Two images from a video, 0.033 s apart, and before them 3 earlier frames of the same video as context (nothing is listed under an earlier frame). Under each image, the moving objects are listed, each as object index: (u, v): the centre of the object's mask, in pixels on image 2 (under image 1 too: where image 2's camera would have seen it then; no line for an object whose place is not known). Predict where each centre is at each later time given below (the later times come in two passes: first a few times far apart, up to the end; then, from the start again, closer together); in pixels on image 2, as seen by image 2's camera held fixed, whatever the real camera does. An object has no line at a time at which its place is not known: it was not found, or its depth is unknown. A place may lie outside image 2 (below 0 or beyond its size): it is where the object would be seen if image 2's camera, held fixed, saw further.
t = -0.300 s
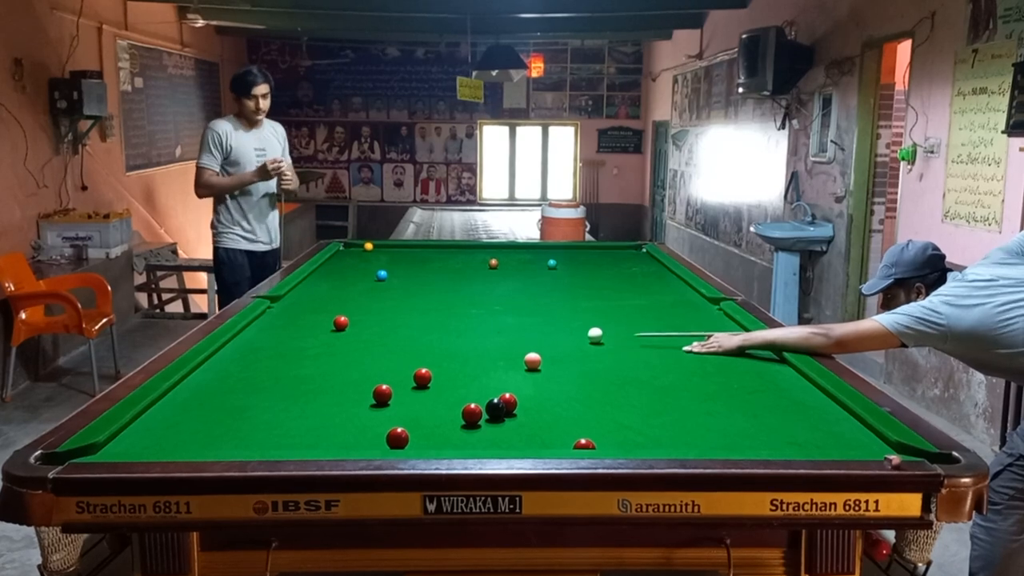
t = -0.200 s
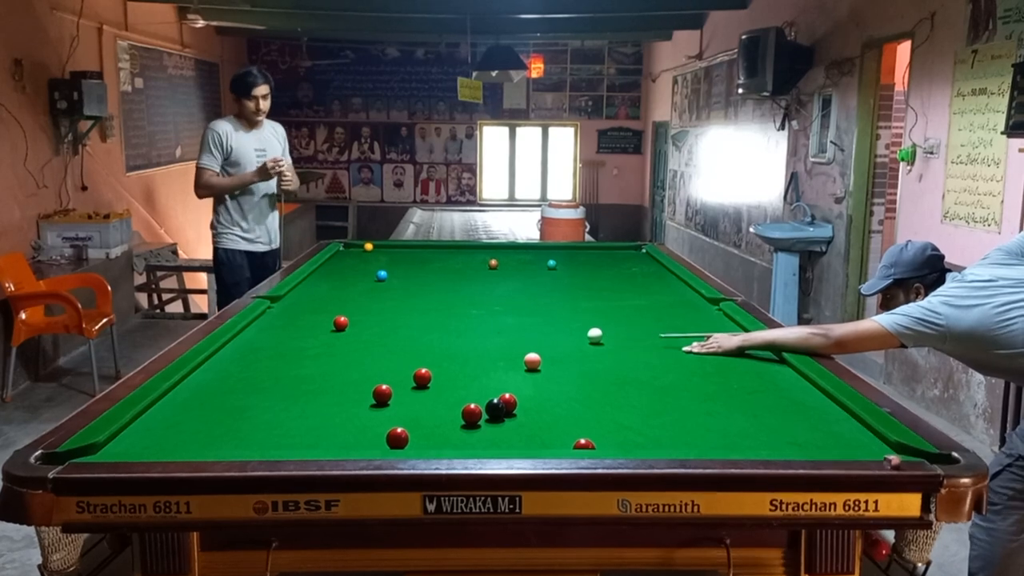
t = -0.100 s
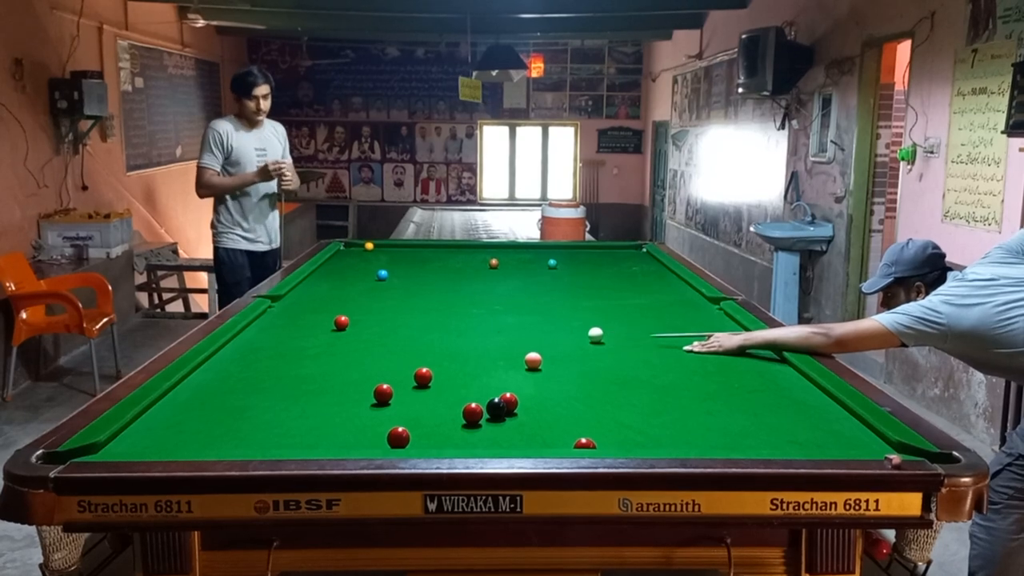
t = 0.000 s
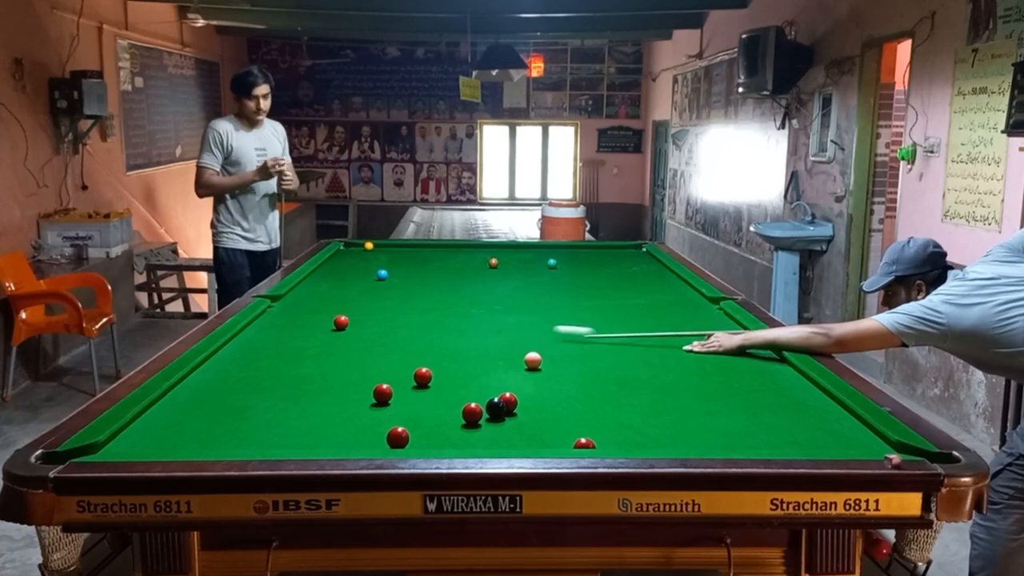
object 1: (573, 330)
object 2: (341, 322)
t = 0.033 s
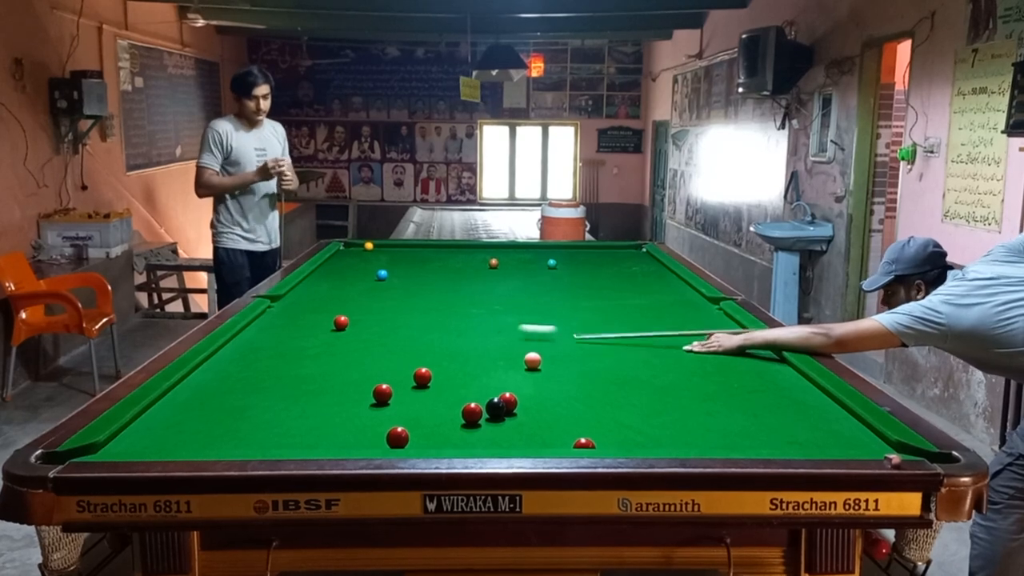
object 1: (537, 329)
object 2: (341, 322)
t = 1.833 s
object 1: (221, 359)
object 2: (683, 309)
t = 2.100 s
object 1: (229, 362)
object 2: (657, 320)
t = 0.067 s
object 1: (503, 327)
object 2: (341, 322)
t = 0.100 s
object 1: (469, 326)
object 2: (341, 322)
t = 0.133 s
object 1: (437, 324)
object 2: (340, 322)
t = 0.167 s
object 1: (406, 323)
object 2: (340, 322)
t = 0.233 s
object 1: (354, 322)
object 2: (335, 321)
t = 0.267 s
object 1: (351, 323)
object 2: (315, 319)
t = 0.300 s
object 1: (348, 325)
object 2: (294, 317)
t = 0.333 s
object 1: (345, 326)
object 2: (274, 315)
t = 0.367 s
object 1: (341, 327)
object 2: (270, 314)
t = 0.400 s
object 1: (338, 328)
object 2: (284, 314)
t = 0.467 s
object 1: (331, 329)
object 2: (314, 313)
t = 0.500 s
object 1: (328, 330)
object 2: (328, 312)
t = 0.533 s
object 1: (324, 331)
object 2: (342, 312)
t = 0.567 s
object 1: (321, 332)
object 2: (356, 311)
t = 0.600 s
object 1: (317, 333)
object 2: (370, 311)
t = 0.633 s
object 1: (314, 333)
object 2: (383, 310)
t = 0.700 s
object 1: (307, 335)
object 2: (410, 309)
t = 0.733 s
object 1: (304, 336)
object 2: (423, 309)
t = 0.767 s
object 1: (300, 336)
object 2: (435, 308)
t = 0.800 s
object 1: (297, 337)
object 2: (448, 308)
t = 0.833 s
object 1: (294, 338)
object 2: (461, 307)
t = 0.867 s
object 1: (290, 339)
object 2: (474, 306)
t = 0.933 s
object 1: (283, 340)
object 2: (499, 306)
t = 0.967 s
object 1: (280, 341)
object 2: (511, 306)
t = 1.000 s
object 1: (277, 342)
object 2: (523, 305)
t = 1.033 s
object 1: (273, 343)
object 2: (535, 305)
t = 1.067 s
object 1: (270, 344)
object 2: (546, 304)
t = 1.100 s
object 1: (267, 344)
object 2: (558, 304)
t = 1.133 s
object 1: (263, 345)
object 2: (570, 303)
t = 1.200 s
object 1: (257, 346)
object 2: (593, 303)
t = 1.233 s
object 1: (253, 347)
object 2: (604, 303)
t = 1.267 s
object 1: (250, 348)
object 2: (615, 302)
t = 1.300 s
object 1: (247, 349)
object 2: (627, 302)
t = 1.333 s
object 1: (244, 349)
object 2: (638, 301)
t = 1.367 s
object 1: (240, 350)
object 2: (649, 301)
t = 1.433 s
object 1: (234, 352)
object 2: (670, 300)
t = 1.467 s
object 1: (231, 353)
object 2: (681, 300)
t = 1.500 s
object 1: (228, 353)
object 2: (691, 299)
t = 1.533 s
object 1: (225, 354)
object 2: (702, 299)
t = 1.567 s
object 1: (221, 355)
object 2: (706, 299)
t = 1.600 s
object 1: (219, 356)
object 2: (704, 300)
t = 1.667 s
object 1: (216, 357)
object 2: (698, 303)
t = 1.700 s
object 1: (217, 357)
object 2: (695, 304)
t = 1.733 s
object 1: (218, 358)
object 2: (692, 306)
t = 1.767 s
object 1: (219, 358)
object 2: (689, 307)
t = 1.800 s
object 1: (220, 359)
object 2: (686, 308)
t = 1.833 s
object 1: (221, 359)
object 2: (683, 309)
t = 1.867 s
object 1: (222, 360)
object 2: (680, 311)
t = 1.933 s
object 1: (224, 360)
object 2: (674, 314)
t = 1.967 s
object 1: (225, 361)
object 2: (670, 315)
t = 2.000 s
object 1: (226, 361)
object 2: (667, 316)
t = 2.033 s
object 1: (227, 362)
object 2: (663, 318)
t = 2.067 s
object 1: (228, 362)
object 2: (660, 319)
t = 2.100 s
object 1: (229, 362)
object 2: (657, 320)
